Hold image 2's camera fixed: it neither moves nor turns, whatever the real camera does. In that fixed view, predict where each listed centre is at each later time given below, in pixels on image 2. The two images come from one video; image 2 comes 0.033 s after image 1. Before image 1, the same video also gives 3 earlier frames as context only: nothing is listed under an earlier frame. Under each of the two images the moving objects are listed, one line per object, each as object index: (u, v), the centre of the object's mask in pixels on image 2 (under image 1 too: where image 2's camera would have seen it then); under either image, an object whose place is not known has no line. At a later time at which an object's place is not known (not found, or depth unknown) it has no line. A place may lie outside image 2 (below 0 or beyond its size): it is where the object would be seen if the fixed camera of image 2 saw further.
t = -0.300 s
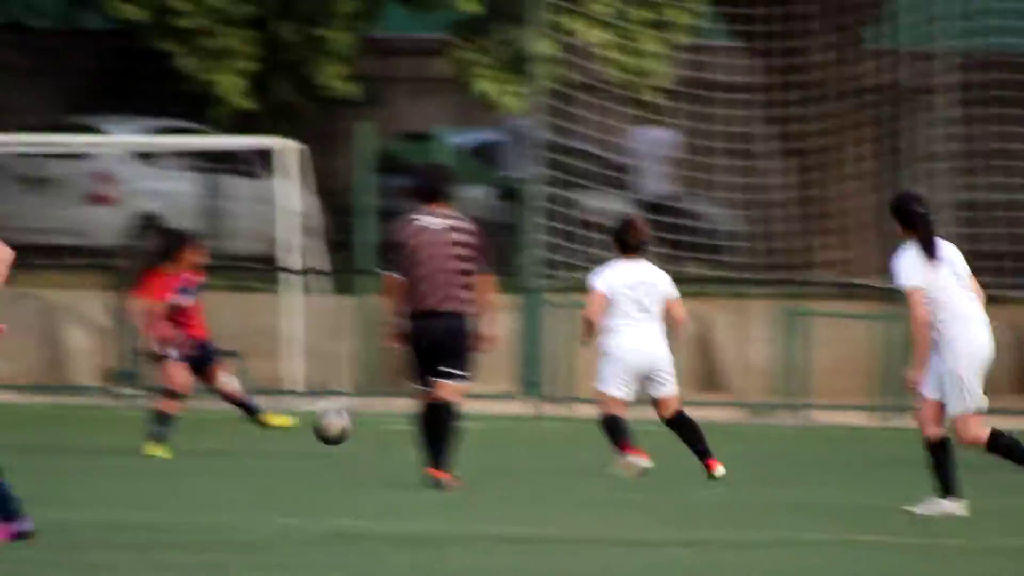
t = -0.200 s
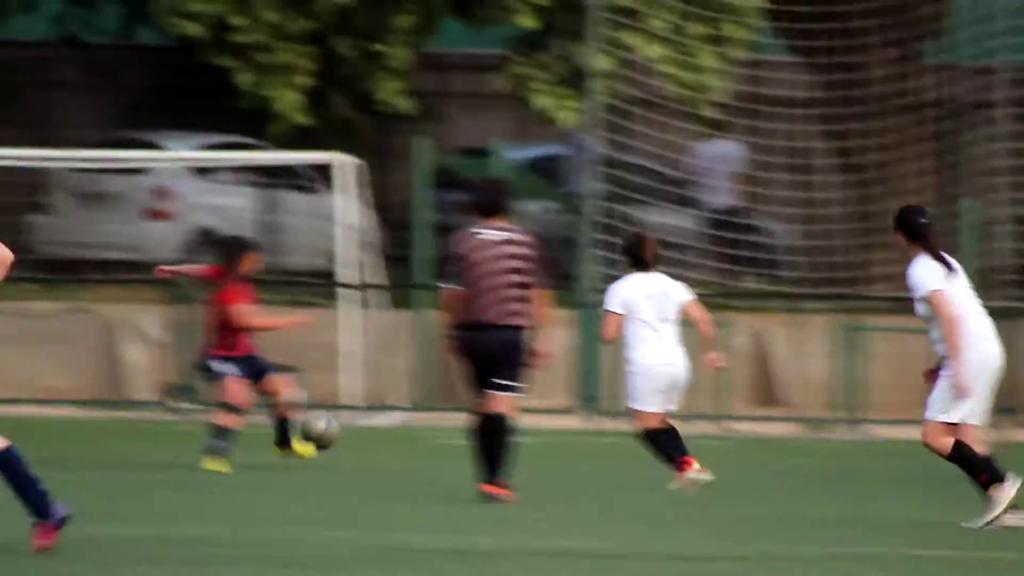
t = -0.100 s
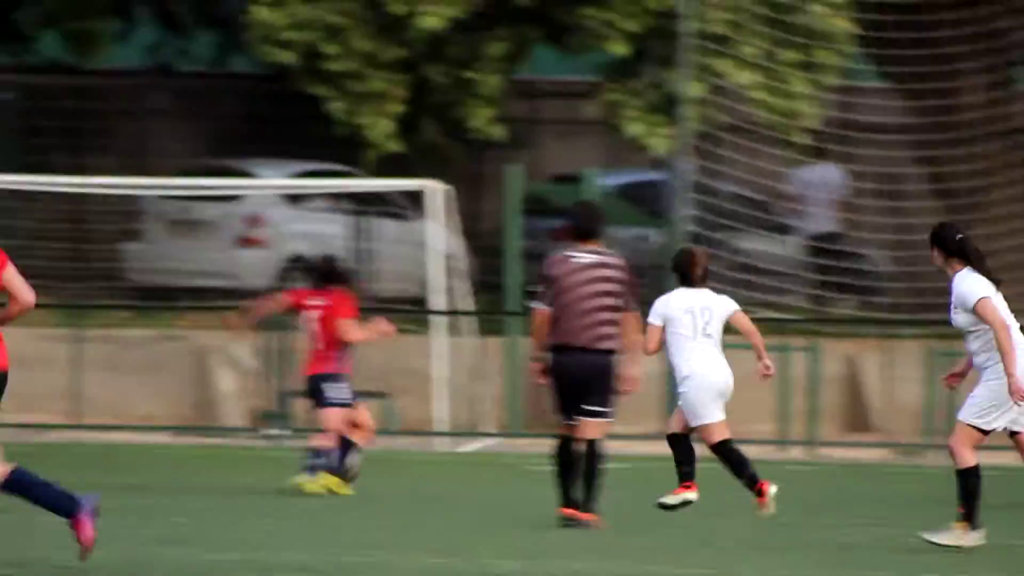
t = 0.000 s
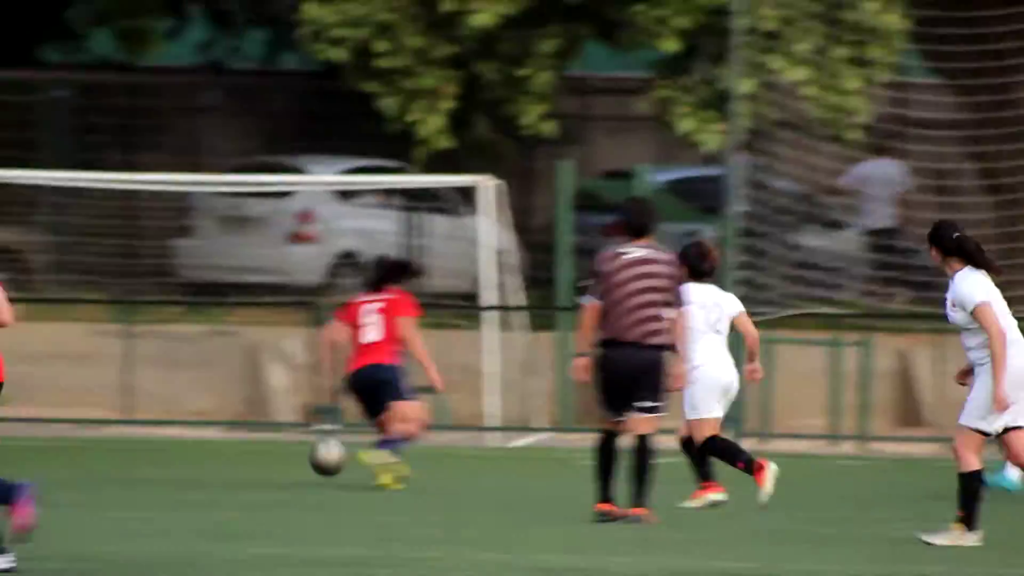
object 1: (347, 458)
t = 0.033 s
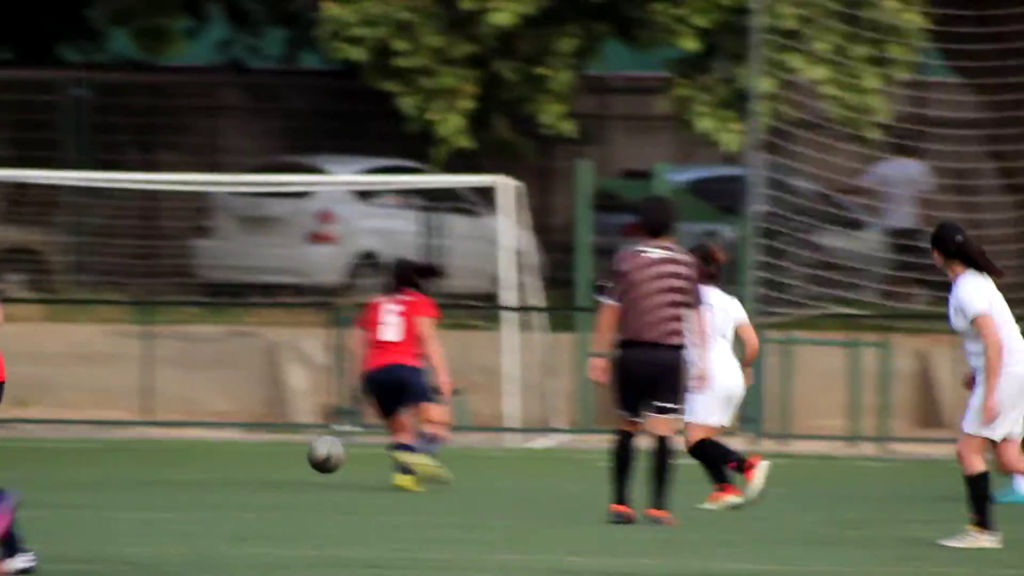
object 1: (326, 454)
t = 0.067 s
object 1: (305, 452)
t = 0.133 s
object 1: (261, 454)
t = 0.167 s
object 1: (240, 456)
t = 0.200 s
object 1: (220, 463)
